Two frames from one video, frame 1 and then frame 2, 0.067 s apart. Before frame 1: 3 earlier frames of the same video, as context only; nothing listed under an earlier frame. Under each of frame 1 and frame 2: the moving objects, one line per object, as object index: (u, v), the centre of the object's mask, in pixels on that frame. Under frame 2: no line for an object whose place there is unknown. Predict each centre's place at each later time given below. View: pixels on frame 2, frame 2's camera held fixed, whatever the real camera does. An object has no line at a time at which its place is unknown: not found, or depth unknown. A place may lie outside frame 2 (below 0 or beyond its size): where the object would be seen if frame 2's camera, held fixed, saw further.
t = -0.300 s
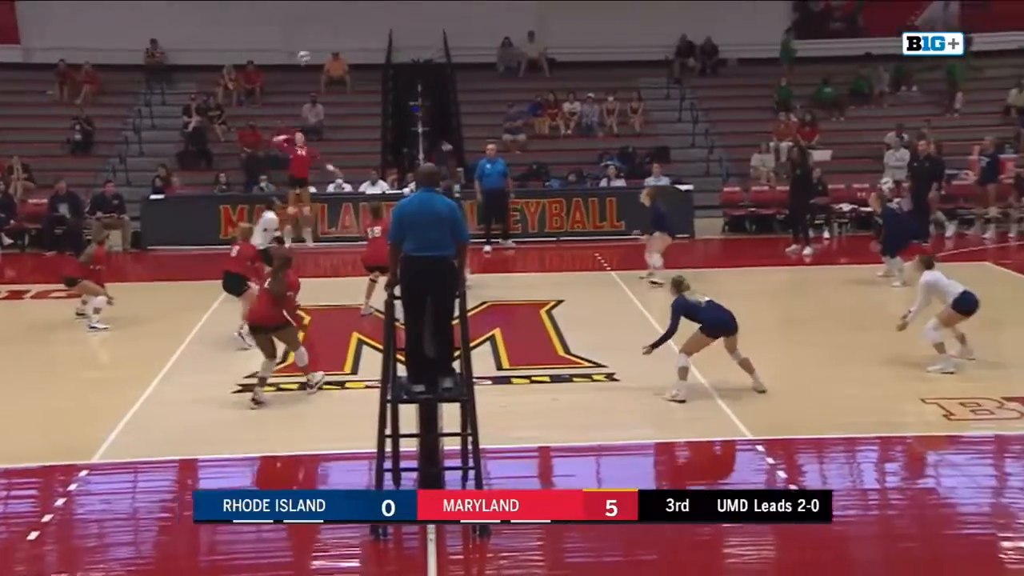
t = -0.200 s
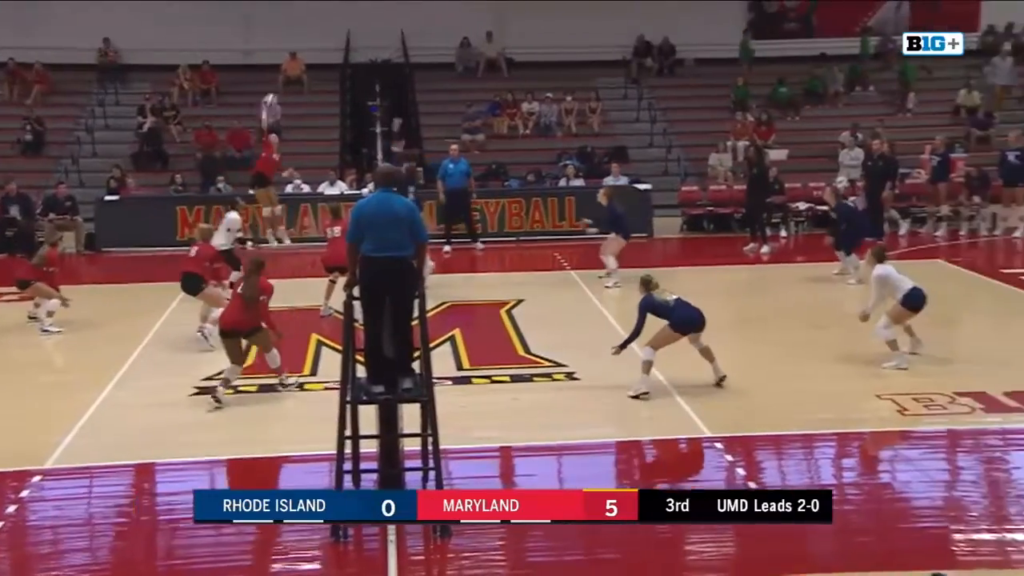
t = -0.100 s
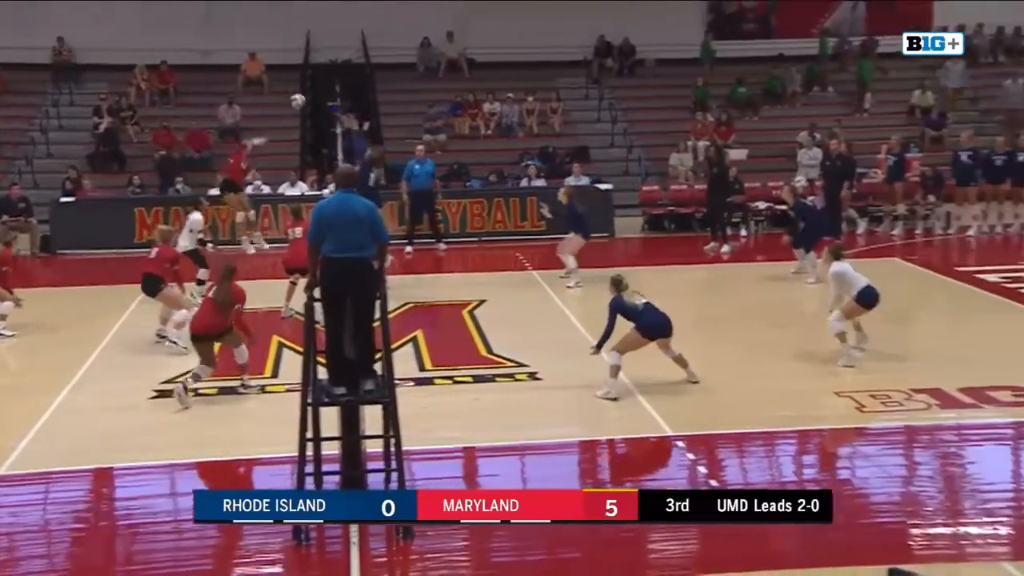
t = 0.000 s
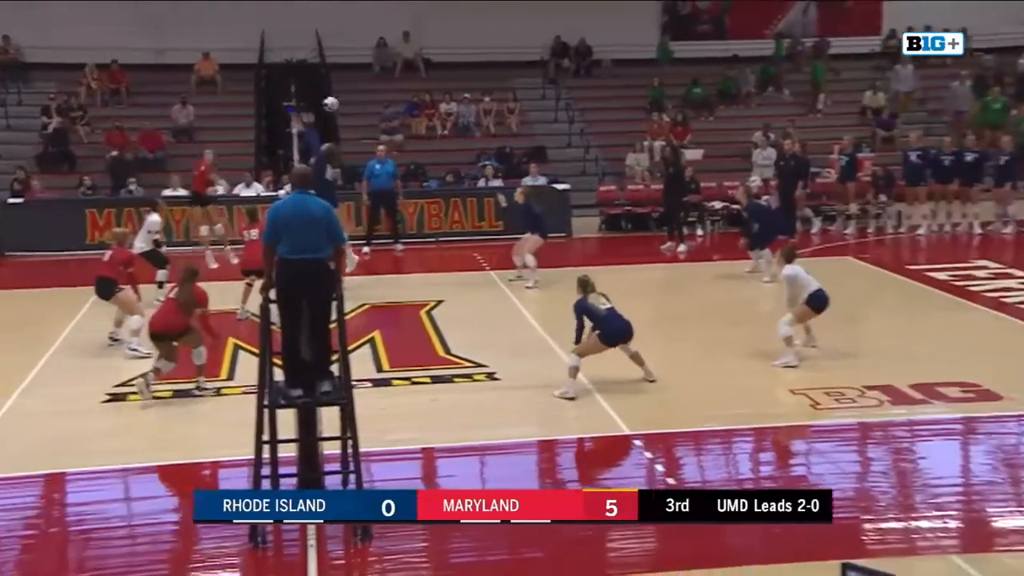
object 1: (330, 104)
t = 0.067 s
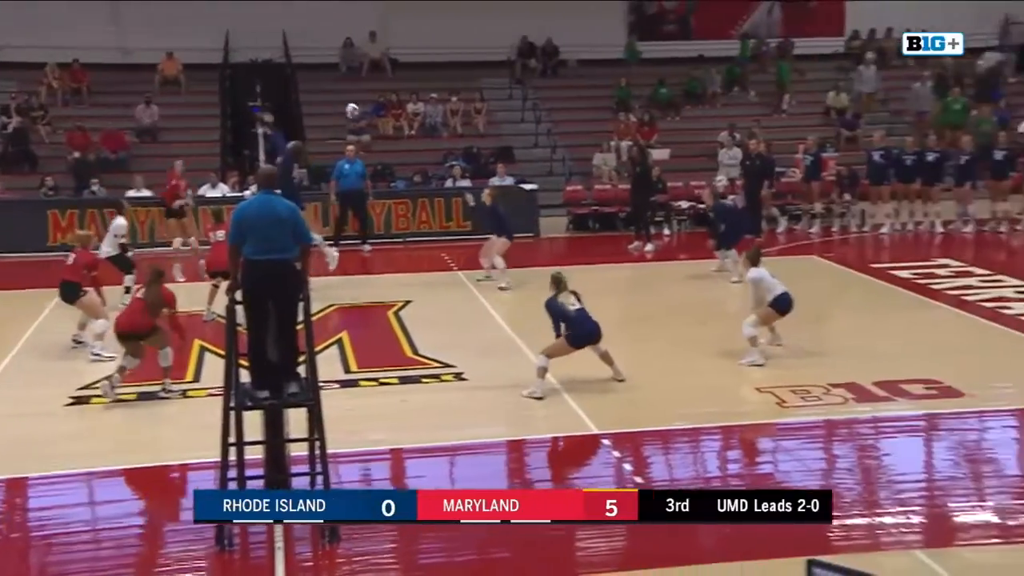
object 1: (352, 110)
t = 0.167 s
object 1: (439, 128)
